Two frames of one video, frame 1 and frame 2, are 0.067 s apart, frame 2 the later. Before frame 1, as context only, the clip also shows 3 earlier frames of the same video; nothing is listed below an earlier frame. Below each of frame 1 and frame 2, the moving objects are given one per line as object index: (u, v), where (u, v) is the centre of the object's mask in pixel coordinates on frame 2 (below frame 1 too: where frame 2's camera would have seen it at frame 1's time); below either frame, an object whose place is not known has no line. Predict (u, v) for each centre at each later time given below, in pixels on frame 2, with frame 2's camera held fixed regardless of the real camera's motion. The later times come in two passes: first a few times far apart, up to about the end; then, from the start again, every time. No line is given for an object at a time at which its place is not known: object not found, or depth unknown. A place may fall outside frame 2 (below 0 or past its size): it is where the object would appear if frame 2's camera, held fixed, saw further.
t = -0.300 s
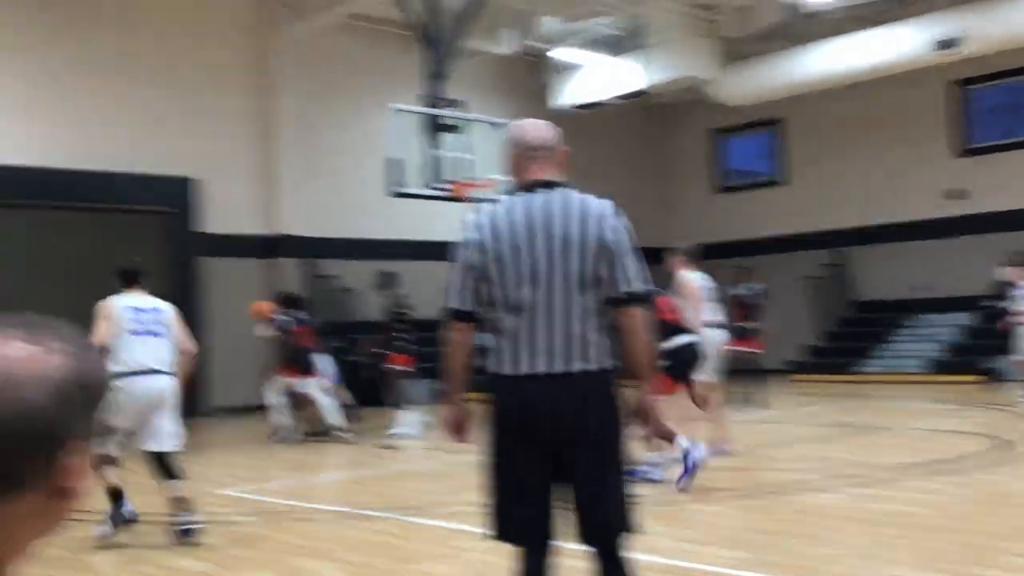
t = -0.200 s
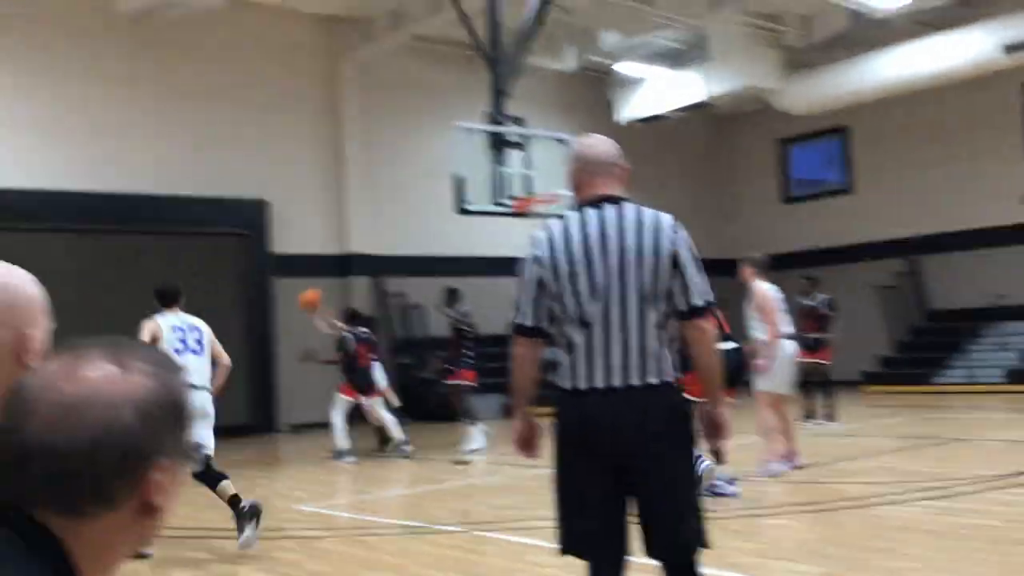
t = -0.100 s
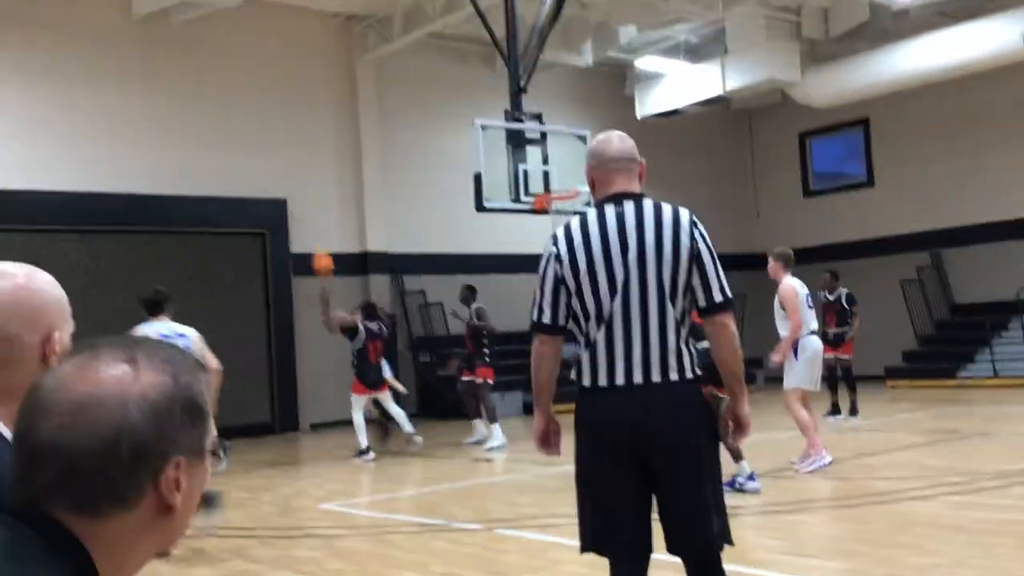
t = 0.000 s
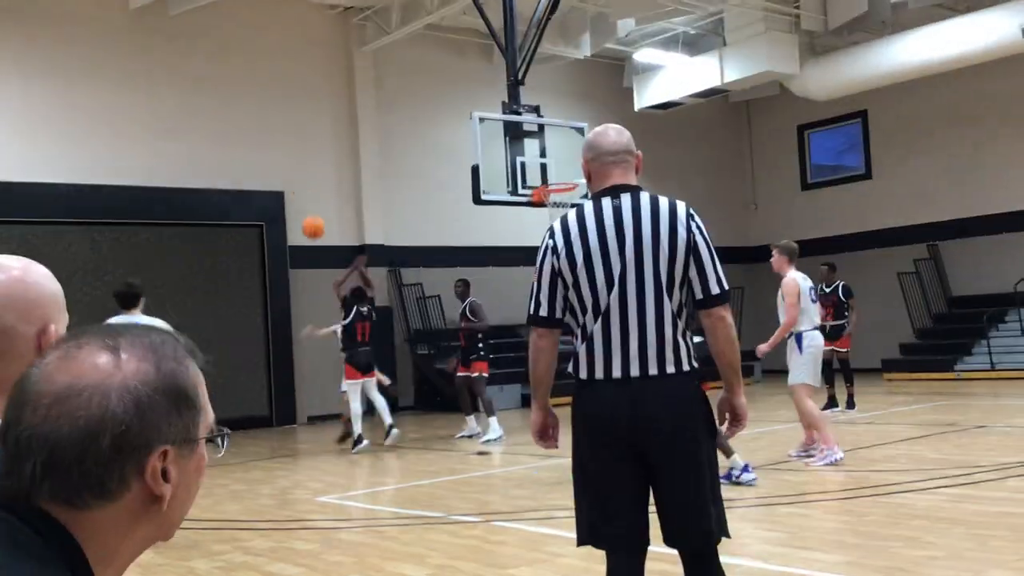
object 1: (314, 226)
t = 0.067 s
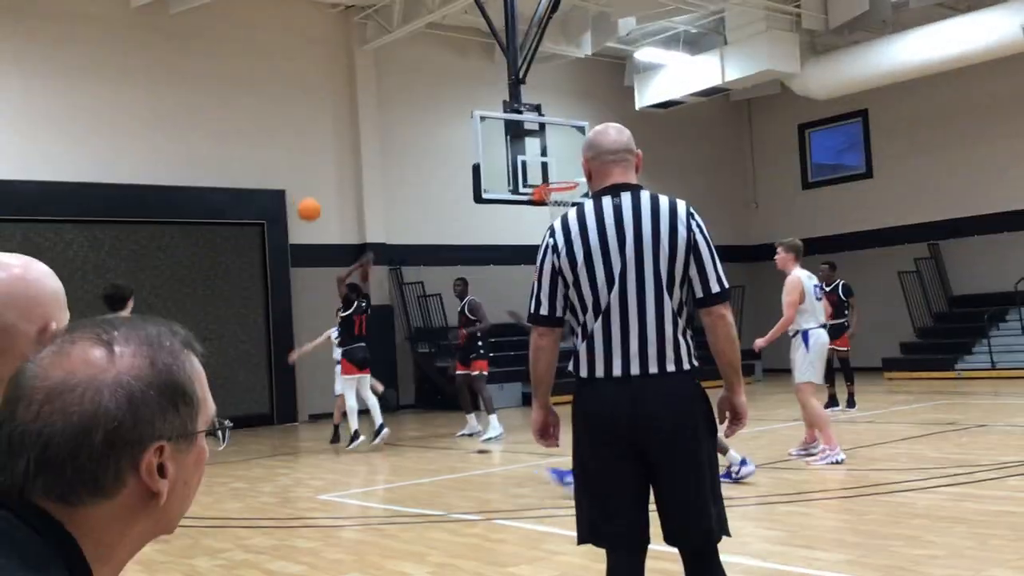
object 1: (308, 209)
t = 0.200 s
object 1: (298, 186)
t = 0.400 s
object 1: (281, 181)
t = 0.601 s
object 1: (259, 233)
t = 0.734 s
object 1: (241, 324)
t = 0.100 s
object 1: (306, 202)
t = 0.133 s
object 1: (304, 196)
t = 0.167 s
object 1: (301, 190)
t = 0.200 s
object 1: (298, 186)
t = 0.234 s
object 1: (295, 182)
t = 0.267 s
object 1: (293, 180)
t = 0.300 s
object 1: (289, 178)
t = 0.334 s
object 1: (286, 178)
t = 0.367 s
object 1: (283, 179)
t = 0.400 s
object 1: (281, 181)
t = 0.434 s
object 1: (277, 185)
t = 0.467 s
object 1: (274, 190)
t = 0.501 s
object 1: (270, 197)
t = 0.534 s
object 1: (267, 207)
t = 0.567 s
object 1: (263, 218)
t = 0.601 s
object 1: (259, 233)
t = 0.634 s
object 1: (254, 250)
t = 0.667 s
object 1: (250, 270)
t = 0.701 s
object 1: (245, 295)
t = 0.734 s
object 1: (241, 324)
